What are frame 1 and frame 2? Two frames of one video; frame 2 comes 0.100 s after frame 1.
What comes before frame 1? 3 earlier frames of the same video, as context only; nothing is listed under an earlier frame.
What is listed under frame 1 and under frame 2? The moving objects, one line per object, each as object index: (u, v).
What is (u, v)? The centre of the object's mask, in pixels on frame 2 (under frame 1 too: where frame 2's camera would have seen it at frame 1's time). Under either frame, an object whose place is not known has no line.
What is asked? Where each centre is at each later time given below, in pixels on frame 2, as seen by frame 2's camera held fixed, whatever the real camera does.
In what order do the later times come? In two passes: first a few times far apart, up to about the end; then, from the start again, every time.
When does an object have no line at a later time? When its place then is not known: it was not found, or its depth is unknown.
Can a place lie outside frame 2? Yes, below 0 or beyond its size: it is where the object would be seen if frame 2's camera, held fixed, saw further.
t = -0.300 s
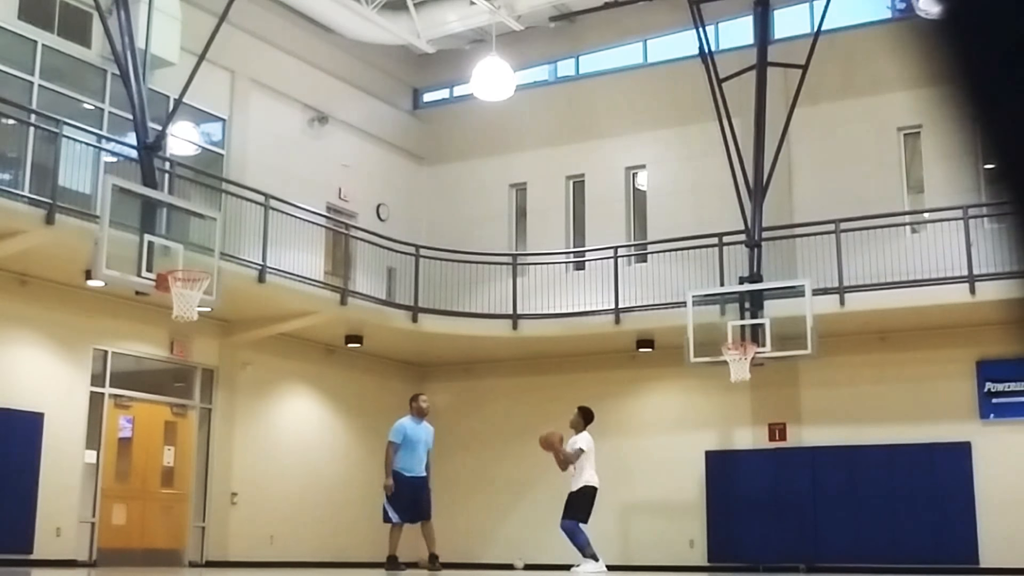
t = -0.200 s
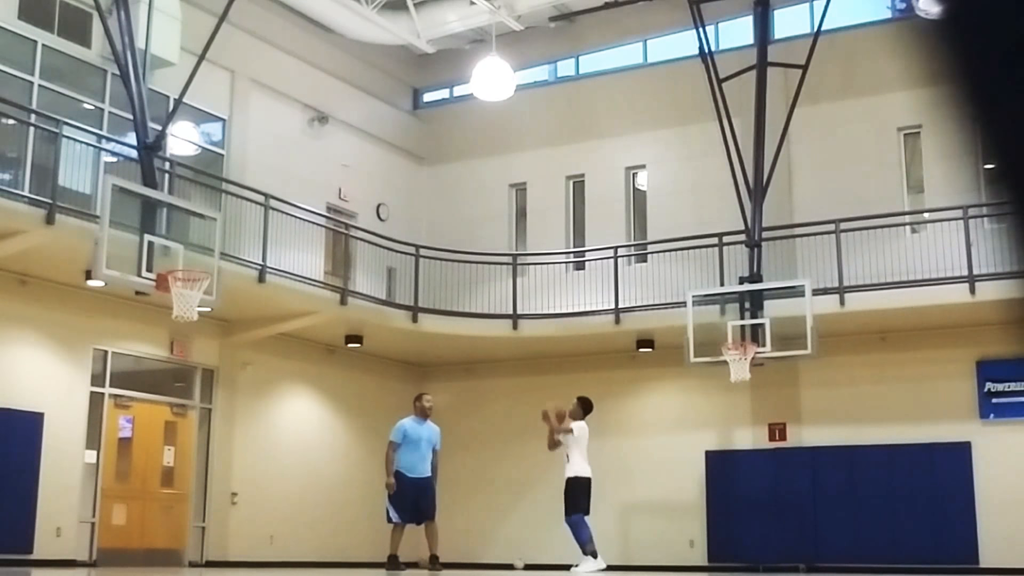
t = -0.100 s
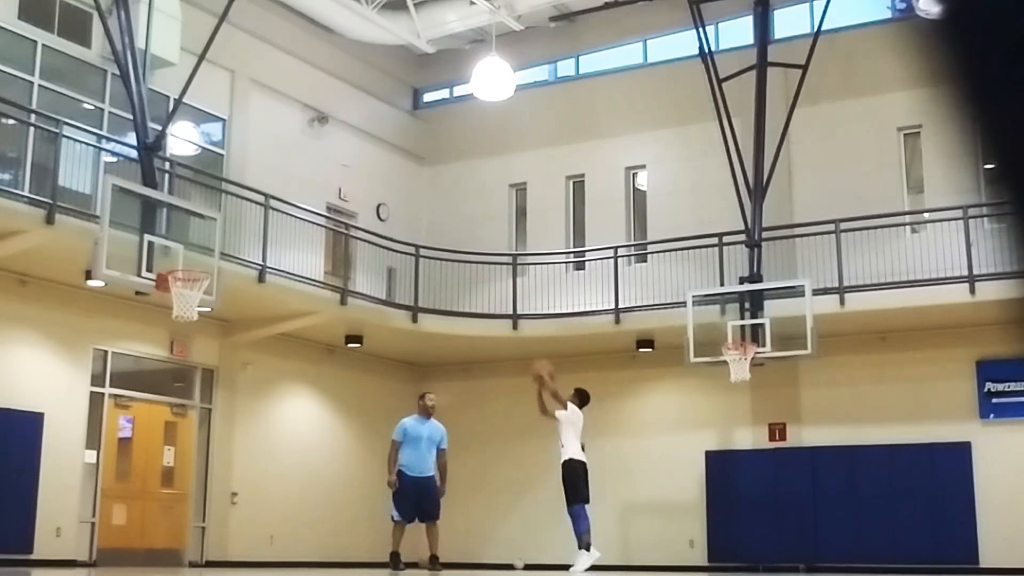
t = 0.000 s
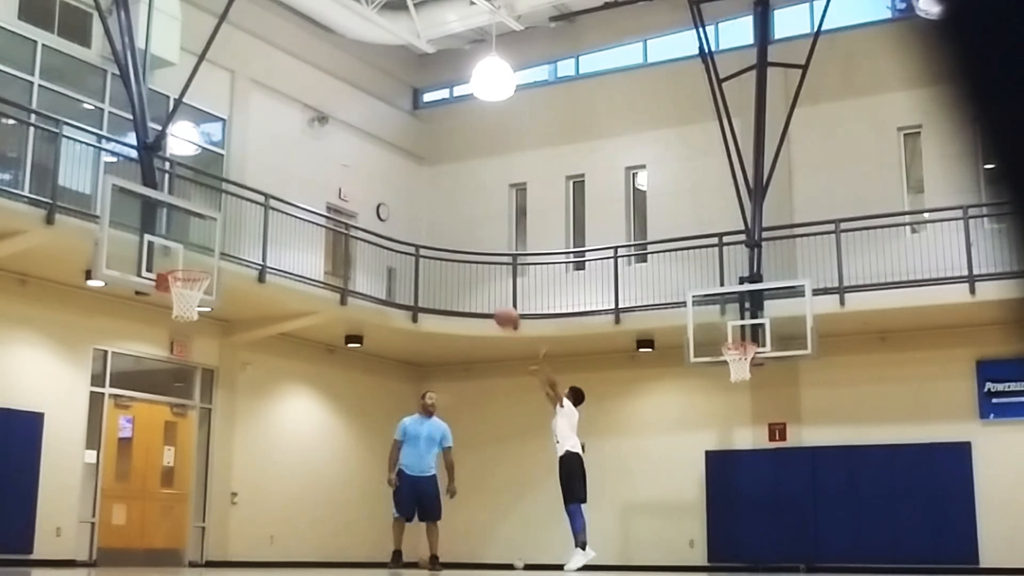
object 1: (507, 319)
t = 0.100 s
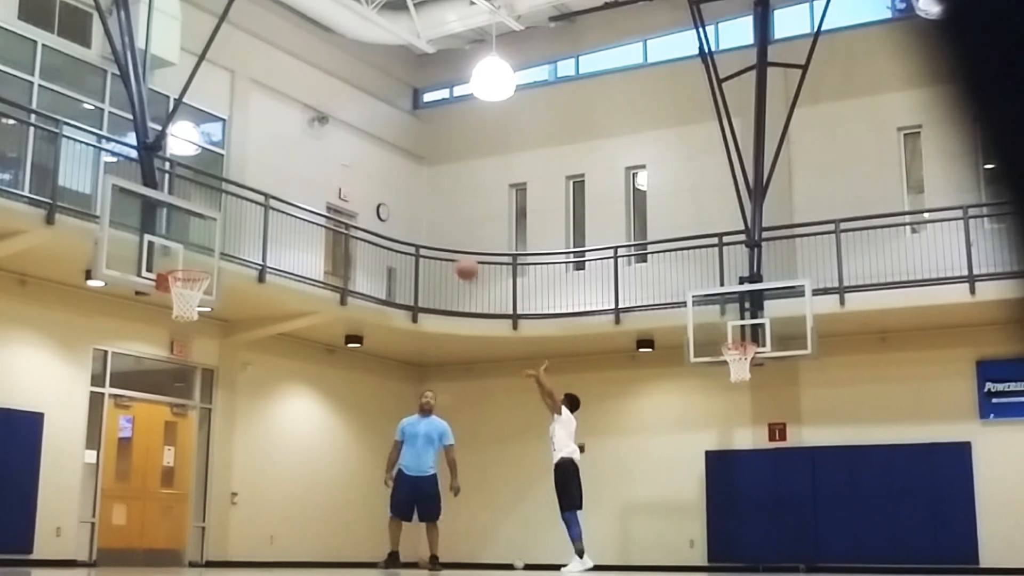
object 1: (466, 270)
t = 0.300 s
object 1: (394, 206)
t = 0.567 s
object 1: (300, 181)
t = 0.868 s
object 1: (199, 228)
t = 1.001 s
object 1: (181, 264)
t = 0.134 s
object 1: (455, 257)
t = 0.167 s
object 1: (442, 244)
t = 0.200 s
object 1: (429, 233)
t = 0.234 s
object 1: (417, 223)
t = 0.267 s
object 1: (405, 214)
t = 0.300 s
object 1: (394, 206)
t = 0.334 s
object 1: (381, 200)
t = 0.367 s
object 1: (369, 194)
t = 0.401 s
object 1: (357, 189)
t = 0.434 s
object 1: (346, 186)
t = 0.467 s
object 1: (334, 183)
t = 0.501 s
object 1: (323, 182)
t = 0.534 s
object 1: (311, 181)
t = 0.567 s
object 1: (300, 181)
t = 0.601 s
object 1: (289, 183)
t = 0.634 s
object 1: (277, 185)
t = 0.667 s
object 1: (267, 188)
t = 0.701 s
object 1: (256, 193)
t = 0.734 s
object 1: (245, 197)
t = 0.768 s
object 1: (233, 204)
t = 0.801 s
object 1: (222, 211)
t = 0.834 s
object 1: (210, 220)
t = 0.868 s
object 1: (199, 228)
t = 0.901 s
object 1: (188, 239)
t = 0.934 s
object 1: (176, 249)
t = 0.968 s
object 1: (176, 257)
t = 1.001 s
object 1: (181, 264)
